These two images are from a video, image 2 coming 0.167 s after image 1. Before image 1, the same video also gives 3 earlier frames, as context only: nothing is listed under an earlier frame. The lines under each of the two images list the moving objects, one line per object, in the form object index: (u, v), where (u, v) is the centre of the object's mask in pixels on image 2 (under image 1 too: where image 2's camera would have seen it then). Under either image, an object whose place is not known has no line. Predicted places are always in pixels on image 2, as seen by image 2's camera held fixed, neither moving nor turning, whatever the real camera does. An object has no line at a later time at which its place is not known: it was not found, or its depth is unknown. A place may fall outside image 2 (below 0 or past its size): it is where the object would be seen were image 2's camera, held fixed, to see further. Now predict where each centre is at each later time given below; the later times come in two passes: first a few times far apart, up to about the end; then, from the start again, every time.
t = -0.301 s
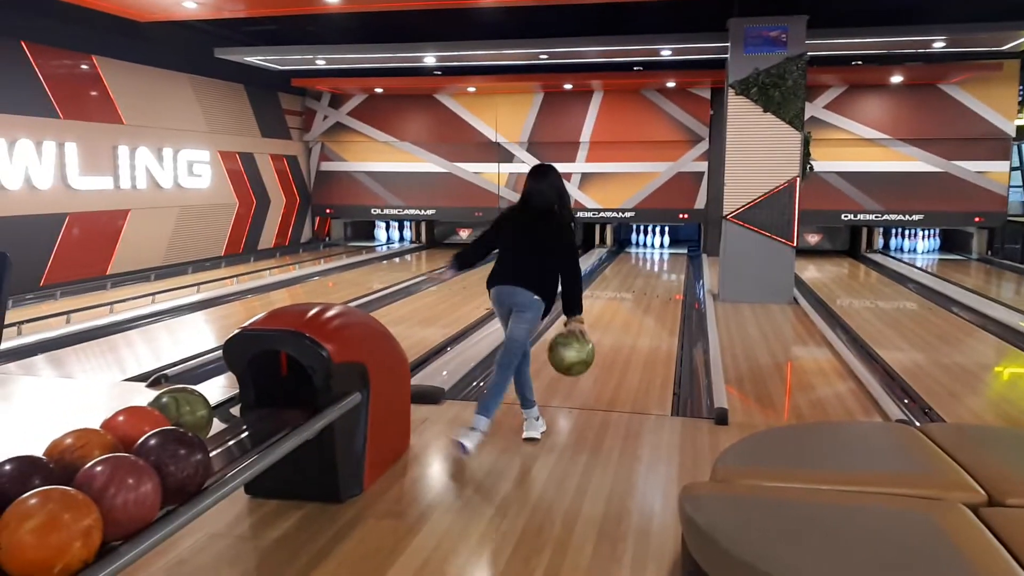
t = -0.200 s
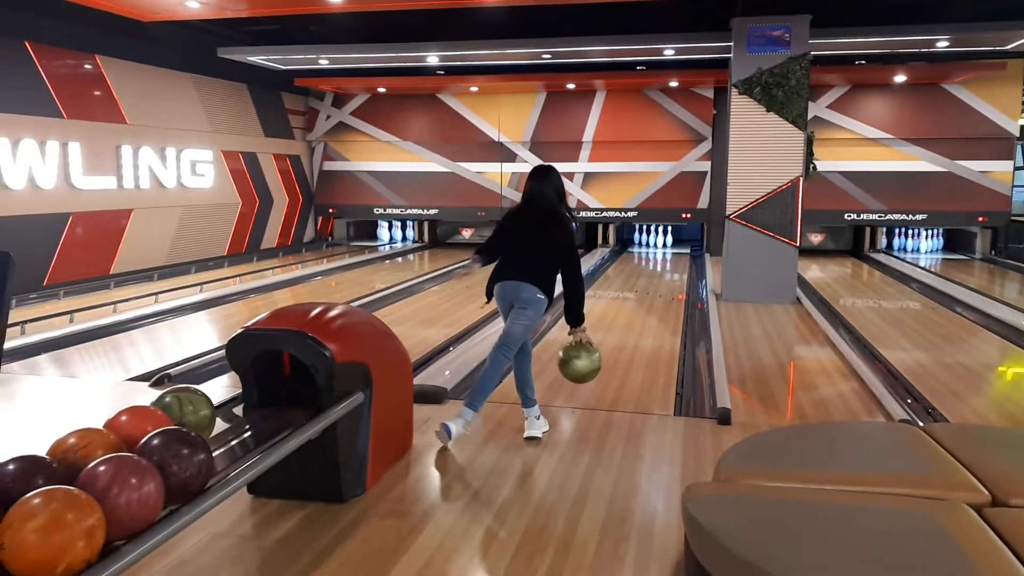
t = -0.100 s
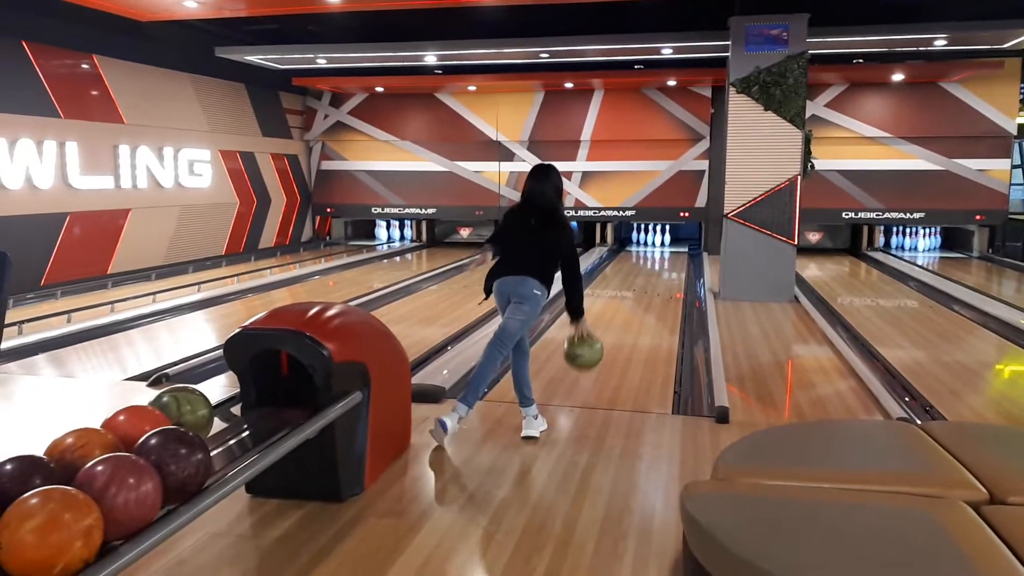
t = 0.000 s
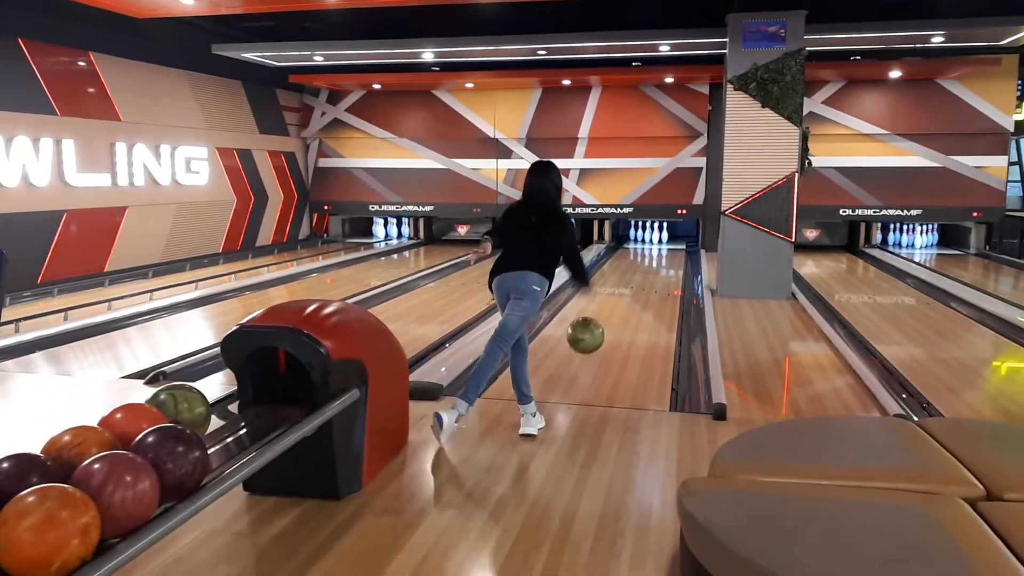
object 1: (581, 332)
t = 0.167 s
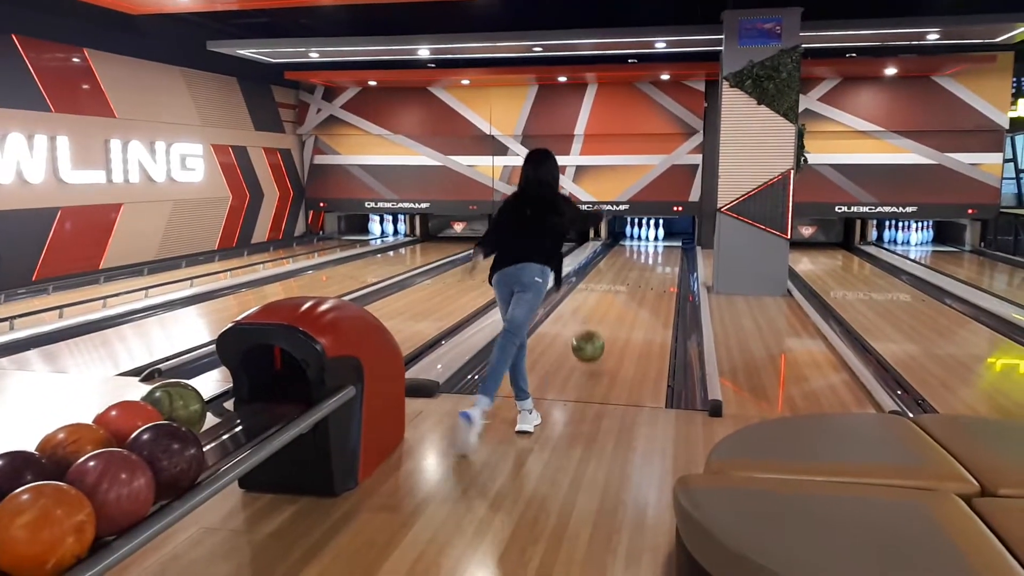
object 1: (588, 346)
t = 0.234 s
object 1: (590, 338)
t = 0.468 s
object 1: (598, 321)
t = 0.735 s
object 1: (605, 307)
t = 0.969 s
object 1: (609, 297)
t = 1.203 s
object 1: (614, 288)
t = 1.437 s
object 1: (617, 281)
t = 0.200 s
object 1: (589, 345)
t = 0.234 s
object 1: (590, 338)
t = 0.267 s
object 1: (592, 333)
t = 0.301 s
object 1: (593, 330)
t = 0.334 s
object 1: (594, 328)
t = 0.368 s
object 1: (595, 327)
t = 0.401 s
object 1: (596, 328)
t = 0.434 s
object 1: (597, 325)
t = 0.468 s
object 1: (598, 321)
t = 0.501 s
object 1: (599, 320)
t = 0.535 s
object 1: (600, 319)
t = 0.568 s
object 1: (601, 317)
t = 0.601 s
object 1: (602, 314)
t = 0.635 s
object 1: (603, 312)
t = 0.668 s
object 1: (604, 310)
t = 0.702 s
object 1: (605, 309)
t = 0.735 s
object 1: (605, 307)
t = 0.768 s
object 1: (606, 305)
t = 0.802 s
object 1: (607, 304)
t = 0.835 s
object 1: (608, 302)
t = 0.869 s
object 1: (608, 300)
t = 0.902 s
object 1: (609, 299)
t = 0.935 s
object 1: (609, 298)
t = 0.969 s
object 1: (609, 297)
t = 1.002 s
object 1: (610, 296)
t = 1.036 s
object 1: (611, 294)
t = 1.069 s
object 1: (612, 293)
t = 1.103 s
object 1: (612, 292)
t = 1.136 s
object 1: (613, 291)
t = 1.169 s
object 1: (613, 290)
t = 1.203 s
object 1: (614, 288)
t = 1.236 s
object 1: (614, 287)
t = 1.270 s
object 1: (615, 286)
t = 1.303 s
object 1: (616, 285)
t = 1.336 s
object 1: (617, 285)
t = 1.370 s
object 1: (617, 283)
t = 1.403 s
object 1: (617, 282)
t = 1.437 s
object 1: (617, 281)
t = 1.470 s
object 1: (618, 280)
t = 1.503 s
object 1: (619, 279)
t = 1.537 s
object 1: (619, 278)
